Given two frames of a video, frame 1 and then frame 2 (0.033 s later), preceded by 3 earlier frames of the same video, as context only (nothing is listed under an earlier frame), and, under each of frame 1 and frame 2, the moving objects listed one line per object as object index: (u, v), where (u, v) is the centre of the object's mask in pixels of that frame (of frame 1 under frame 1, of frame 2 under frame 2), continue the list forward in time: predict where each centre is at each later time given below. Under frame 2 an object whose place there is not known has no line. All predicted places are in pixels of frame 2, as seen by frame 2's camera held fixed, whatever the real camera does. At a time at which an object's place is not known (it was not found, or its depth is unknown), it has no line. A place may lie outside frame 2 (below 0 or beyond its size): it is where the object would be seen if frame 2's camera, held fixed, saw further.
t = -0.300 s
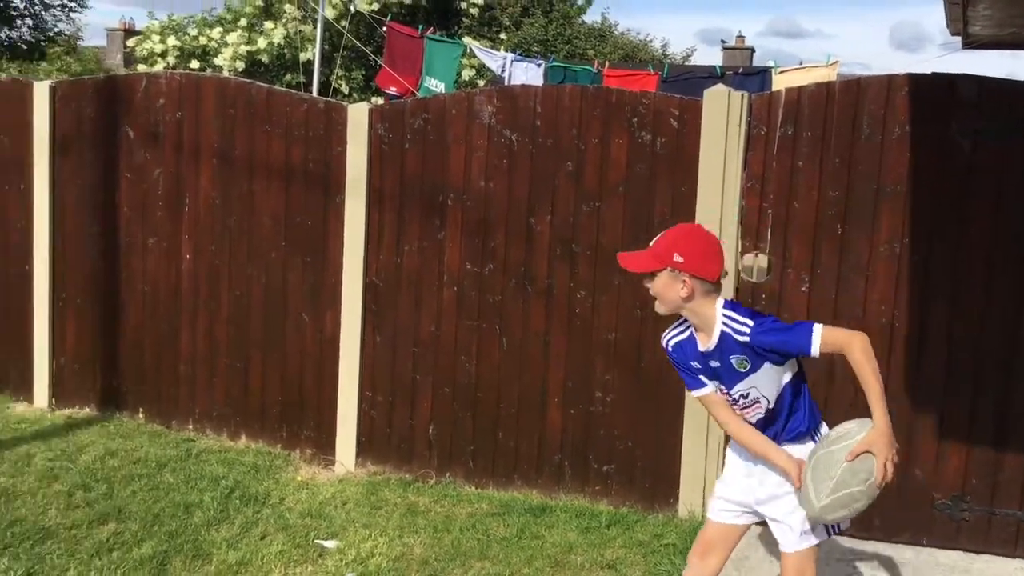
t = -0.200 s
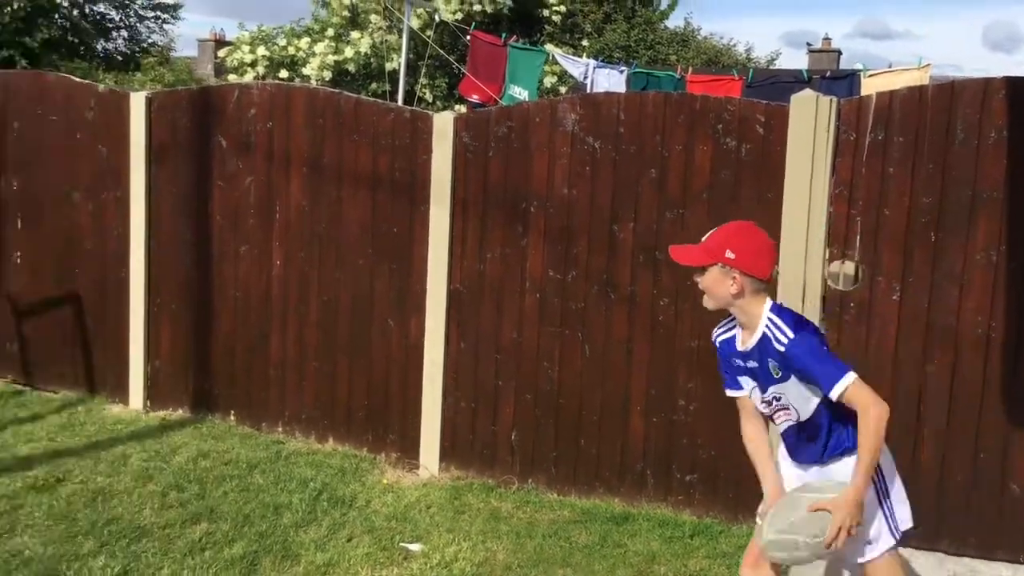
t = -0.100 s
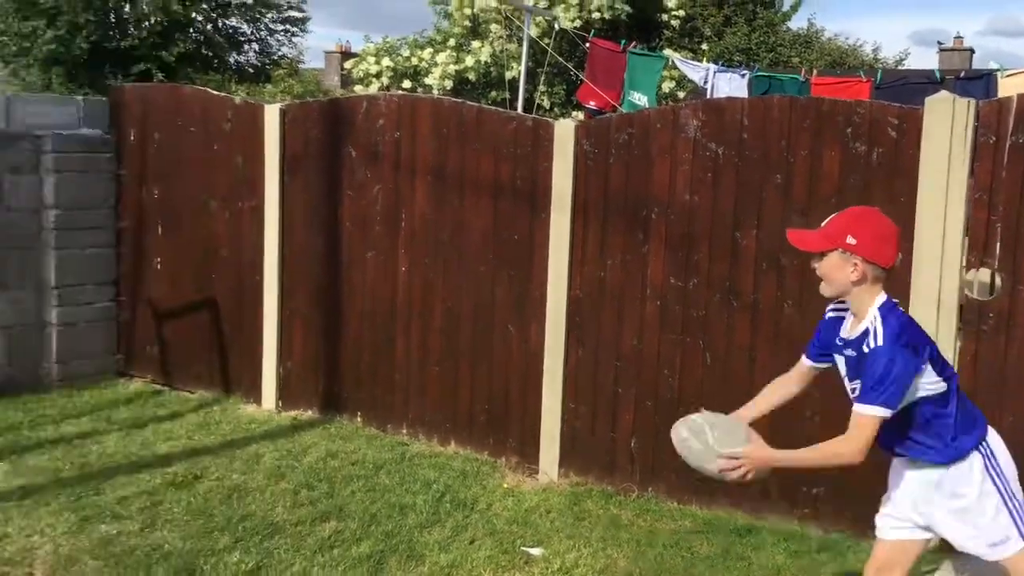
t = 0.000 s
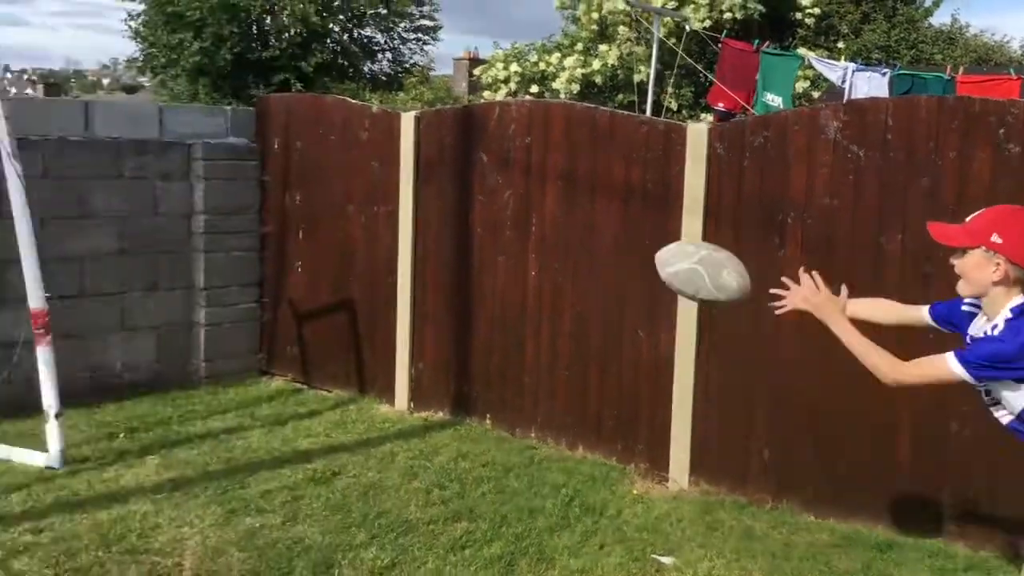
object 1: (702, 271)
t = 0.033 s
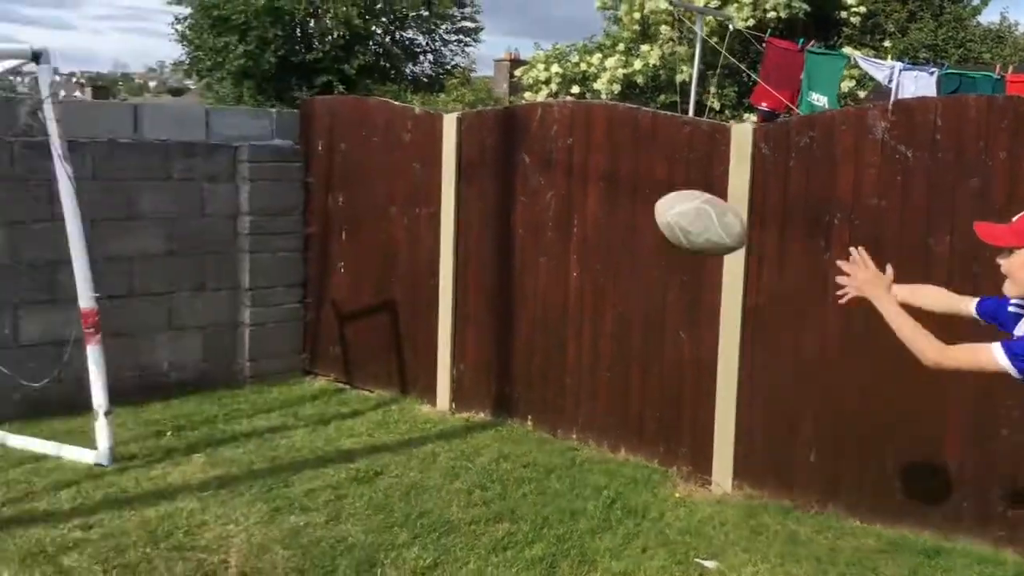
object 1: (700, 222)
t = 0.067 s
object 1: (655, 176)
